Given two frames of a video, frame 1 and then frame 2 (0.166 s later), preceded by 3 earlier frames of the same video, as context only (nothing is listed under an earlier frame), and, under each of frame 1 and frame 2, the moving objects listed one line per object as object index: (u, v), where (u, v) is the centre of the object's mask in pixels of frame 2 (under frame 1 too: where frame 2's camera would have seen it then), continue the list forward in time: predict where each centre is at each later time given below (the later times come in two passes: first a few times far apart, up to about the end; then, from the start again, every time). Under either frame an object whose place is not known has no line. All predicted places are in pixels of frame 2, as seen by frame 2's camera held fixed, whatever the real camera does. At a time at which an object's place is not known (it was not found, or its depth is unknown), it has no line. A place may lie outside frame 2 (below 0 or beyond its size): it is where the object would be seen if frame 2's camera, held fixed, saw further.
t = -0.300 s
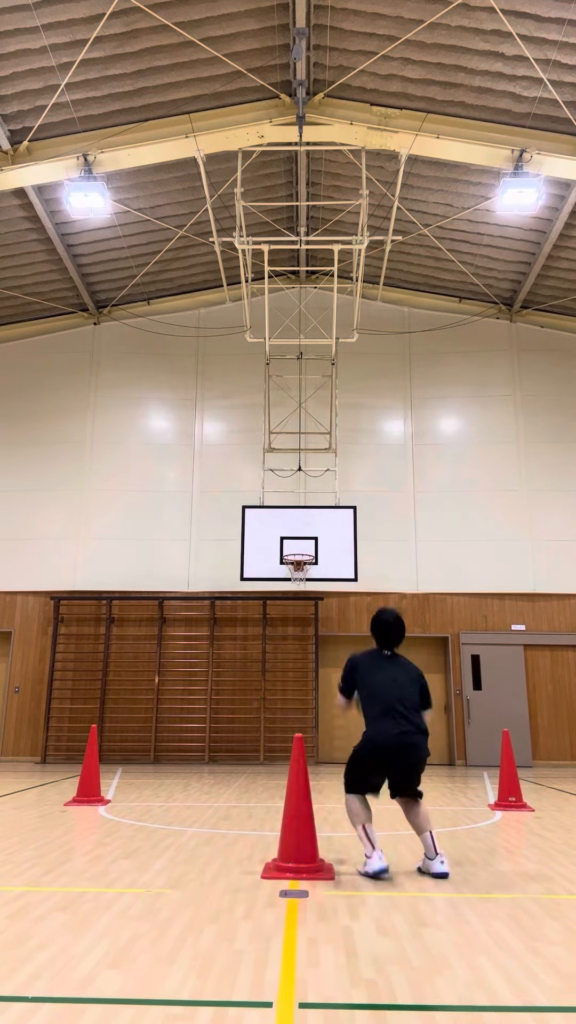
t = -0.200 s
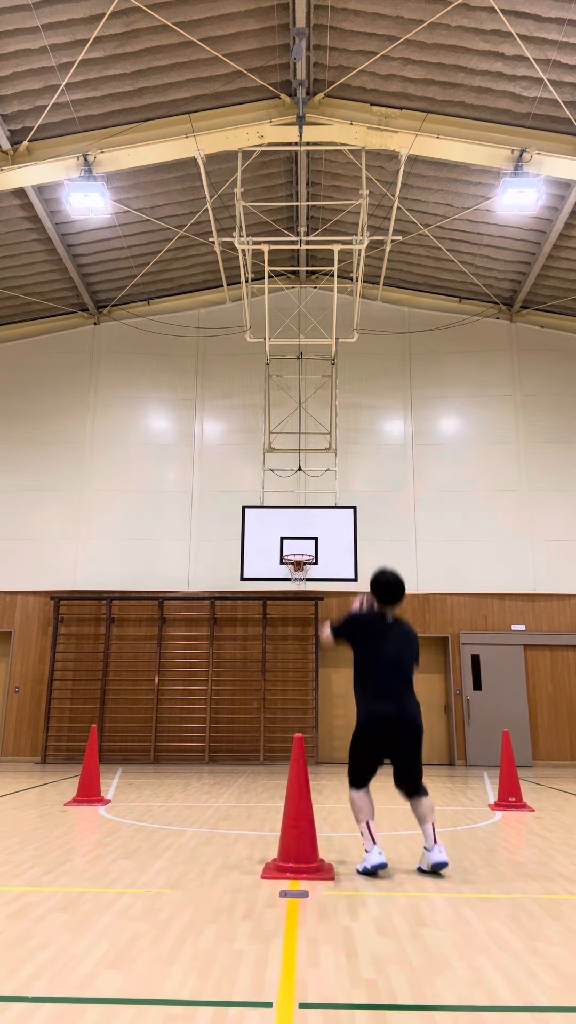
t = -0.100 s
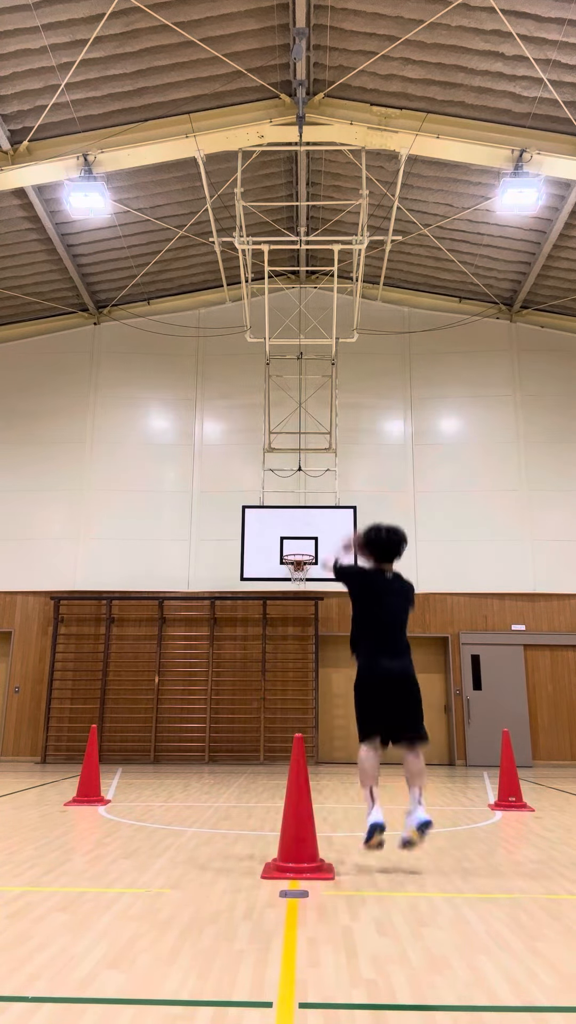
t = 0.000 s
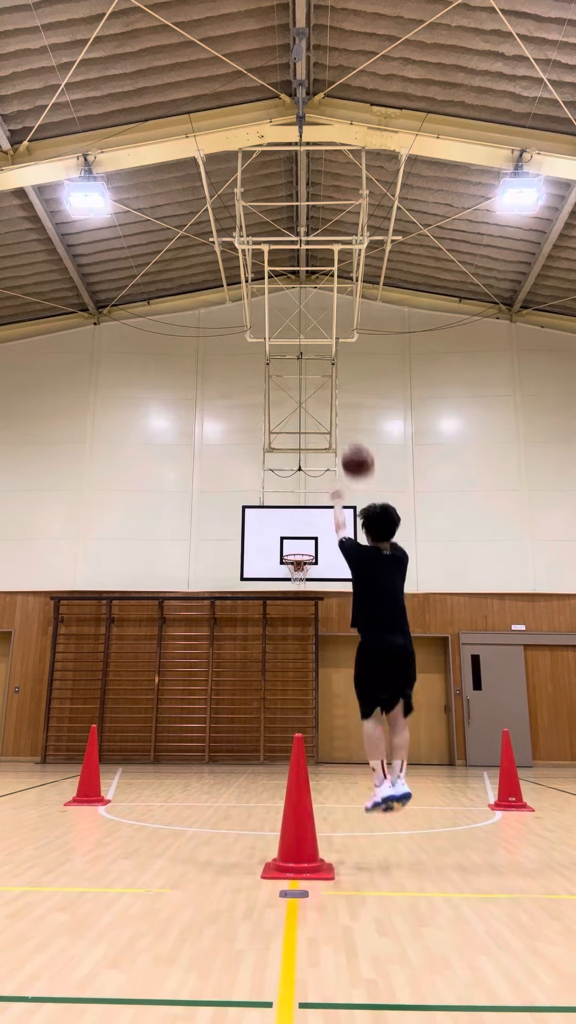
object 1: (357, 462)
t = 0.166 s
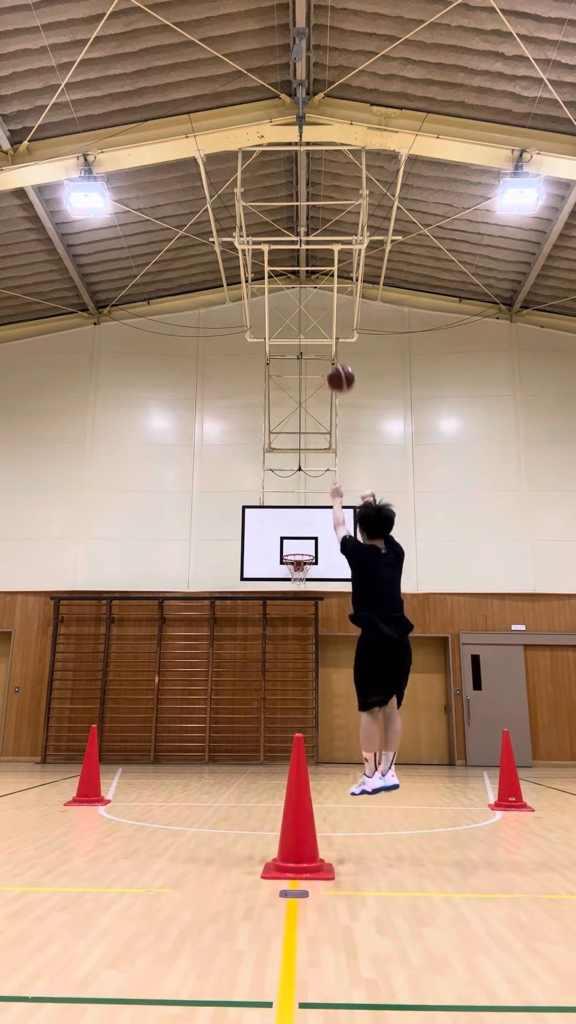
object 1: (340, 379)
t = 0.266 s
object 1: (332, 353)
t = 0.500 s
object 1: (318, 337)
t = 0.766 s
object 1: (305, 370)
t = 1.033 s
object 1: (296, 440)
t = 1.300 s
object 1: (288, 539)
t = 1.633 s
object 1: (361, 517)
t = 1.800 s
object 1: (402, 521)
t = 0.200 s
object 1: (338, 369)
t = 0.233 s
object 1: (335, 361)
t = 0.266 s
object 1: (332, 353)
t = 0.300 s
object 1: (330, 348)
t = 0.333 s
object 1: (328, 343)
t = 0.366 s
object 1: (326, 340)
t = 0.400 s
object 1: (324, 338)
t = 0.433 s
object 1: (322, 337)
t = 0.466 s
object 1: (320, 337)
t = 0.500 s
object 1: (318, 337)
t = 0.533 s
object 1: (316, 339)
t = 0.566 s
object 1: (314, 341)
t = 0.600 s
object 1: (313, 344)
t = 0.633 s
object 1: (310, 348)
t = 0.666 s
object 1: (310, 352)
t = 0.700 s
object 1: (308, 358)
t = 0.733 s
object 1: (307, 363)
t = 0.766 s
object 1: (305, 370)
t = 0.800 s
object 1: (305, 377)
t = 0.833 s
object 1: (303, 385)
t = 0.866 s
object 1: (302, 392)
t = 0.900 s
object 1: (301, 401)
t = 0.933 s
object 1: (300, 410)
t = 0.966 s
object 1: (298, 420)
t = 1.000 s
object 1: (298, 430)
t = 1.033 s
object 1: (296, 440)
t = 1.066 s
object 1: (295, 451)
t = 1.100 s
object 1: (294, 463)
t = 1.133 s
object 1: (293, 474)
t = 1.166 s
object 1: (292, 486)
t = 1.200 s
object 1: (292, 498)
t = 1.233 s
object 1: (290, 512)
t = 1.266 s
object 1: (289, 525)
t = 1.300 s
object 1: (288, 539)
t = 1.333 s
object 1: (287, 552)
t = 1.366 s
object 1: (295, 548)
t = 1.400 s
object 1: (303, 541)
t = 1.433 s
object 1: (311, 536)
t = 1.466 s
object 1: (320, 531)
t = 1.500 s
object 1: (328, 527)
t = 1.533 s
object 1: (336, 524)
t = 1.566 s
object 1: (344, 521)
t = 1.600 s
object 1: (352, 519)
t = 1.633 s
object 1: (361, 517)
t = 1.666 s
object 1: (368, 516)
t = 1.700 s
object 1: (377, 516)
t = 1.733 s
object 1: (385, 517)
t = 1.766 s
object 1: (393, 519)
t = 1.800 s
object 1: (402, 521)
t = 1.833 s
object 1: (410, 524)
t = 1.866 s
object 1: (418, 527)
